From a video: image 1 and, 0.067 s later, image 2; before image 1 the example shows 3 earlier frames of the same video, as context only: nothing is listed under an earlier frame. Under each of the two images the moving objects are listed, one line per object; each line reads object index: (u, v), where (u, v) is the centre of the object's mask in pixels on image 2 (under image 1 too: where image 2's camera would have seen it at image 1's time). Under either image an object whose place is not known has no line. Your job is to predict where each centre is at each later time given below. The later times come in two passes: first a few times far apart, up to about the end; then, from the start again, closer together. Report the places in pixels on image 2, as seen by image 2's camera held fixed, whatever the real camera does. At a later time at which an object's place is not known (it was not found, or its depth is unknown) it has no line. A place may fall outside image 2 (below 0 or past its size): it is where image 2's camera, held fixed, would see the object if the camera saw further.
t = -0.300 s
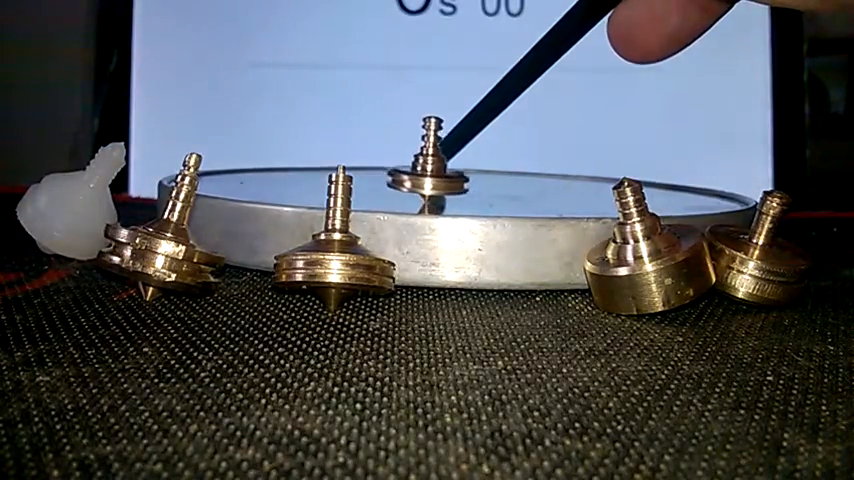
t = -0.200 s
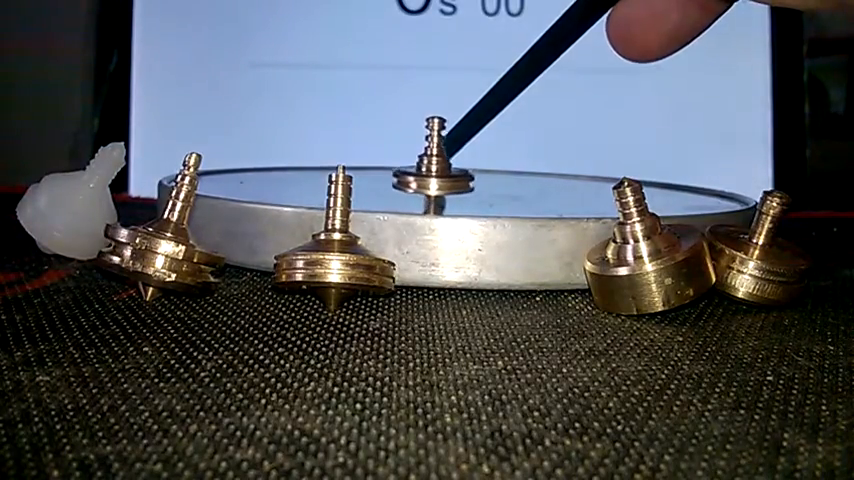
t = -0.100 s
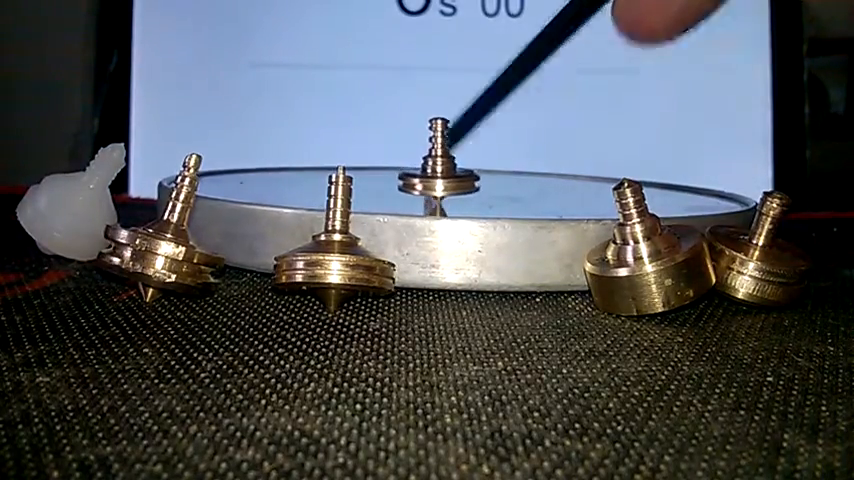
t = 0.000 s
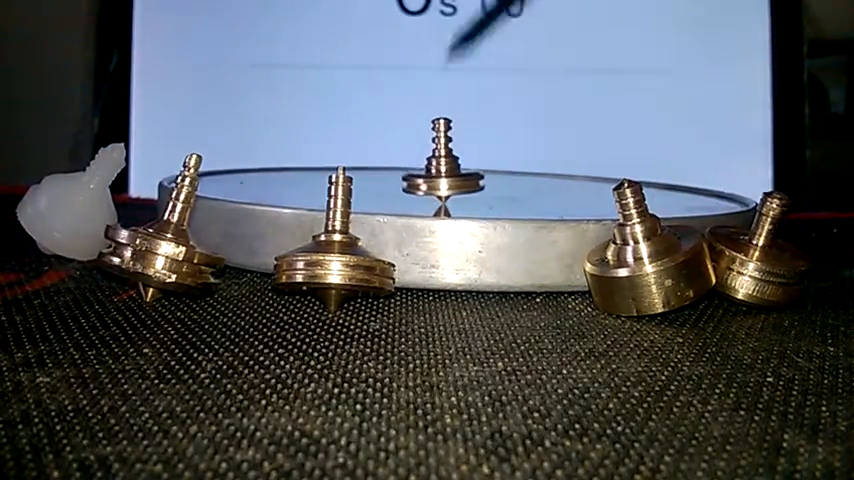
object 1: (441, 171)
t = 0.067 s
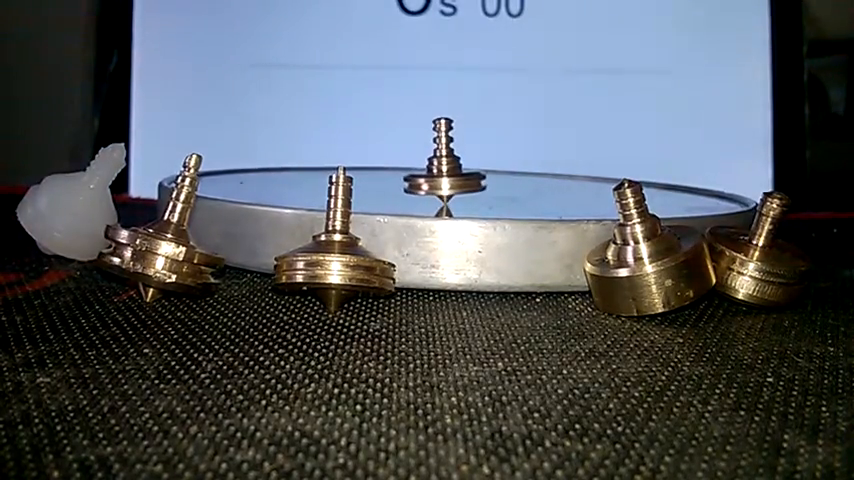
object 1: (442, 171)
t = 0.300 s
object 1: (437, 169)
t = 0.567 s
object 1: (430, 170)
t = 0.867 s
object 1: (436, 172)
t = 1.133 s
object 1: (446, 172)
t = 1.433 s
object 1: (443, 170)
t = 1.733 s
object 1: (435, 171)
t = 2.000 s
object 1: (443, 172)
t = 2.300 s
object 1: (452, 172)
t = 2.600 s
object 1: (445, 171)
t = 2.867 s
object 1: (439, 171)
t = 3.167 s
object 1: (450, 172)
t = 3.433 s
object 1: (456, 172)
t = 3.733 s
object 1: (448, 171)
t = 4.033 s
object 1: (445, 172)
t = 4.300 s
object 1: (456, 173)
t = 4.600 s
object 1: (459, 172)
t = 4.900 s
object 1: (449, 171)
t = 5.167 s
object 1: (450, 172)
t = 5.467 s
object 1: (462, 173)
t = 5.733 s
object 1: (461, 171)
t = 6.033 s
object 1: (448, 169)
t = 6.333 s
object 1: (457, 172)
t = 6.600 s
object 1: (465, 172)
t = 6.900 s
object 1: (460, 171)
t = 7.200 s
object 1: (453, 171)
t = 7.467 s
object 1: (461, 172)
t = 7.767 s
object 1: (467, 172)
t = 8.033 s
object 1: (460, 171)
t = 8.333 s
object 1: (455, 172)
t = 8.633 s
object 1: (466, 173)
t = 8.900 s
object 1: (469, 172)
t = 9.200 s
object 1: (458, 171)
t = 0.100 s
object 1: (439, 169)
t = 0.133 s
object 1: (439, 169)
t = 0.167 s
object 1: (442, 170)
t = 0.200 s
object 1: (441, 170)
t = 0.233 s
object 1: (438, 169)
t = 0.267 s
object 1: (438, 169)
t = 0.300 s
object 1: (437, 169)
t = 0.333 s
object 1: (435, 169)
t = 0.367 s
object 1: (435, 169)
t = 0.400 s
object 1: (432, 168)
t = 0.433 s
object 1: (431, 168)
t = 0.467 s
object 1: (430, 168)
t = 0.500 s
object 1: (432, 170)
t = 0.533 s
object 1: (430, 169)
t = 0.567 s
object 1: (430, 170)
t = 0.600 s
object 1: (430, 170)
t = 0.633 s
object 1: (429, 170)
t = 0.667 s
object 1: (430, 170)
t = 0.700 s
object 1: (430, 171)
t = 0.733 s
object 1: (431, 171)
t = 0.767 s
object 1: (432, 171)
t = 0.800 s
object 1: (433, 171)
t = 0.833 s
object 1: (435, 172)
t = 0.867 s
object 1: (436, 172)
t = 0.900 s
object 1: (438, 172)
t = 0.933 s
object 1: (439, 172)
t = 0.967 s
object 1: (441, 172)
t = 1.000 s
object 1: (442, 172)
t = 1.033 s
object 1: (444, 172)
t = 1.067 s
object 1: (445, 172)
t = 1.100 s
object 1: (446, 172)
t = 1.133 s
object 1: (446, 172)
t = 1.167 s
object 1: (444, 171)
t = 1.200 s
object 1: (445, 170)
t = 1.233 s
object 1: (445, 170)
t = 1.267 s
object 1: (445, 170)
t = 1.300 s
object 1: (447, 171)
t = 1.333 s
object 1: (446, 171)
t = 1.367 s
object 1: (445, 171)
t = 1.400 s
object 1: (444, 171)
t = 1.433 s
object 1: (443, 170)
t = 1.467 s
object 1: (441, 171)
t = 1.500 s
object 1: (440, 170)
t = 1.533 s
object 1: (439, 170)
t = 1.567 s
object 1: (438, 170)
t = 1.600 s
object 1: (437, 170)
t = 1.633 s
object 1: (436, 171)
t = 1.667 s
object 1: (436, 170)
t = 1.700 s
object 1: (435, 171)
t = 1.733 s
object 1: (435, 171)
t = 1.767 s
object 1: (435, 171)
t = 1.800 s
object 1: (436, 171)
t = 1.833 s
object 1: (437, 171)
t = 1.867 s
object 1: (438, 172)
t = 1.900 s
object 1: (439, 172)
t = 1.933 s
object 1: (440, 172)
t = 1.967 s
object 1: (441, 172)
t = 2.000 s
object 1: (443, 172)
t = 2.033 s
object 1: (445, 172)
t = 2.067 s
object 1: (446, 172)
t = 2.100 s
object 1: (448, 173)
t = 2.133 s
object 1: (449, 172)
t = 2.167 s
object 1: (450, 172)
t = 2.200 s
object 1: (451, 172)
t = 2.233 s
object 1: (452, 172)
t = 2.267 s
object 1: (452, 172)
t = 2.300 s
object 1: (452, 172)
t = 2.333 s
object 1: (452, 172)
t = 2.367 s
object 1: (452, 171)
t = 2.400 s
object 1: (452, 171)
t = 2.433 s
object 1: (451, 171)
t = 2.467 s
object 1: (450, 171)
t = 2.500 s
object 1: (449, 171)
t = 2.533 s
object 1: (447, 171)
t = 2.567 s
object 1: (446, 171)
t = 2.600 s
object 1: (445, 171)
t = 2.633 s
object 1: (443, 171)
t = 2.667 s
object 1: (442, 171)
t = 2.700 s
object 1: (441, 170)
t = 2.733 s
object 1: (440, 171)
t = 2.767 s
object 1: (440, 171)
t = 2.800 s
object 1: (439, 171)
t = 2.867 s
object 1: (439, 171)
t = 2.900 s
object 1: (440, 171)
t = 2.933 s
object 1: (441, 171)
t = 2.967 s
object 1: (442, 171)
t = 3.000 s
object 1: (443, 172)
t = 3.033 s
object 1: (444, 172)
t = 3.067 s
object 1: (445, 172)
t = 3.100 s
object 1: (447, 172)
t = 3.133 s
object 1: (448, 172)
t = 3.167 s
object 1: (450, 172)
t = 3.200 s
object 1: (451, 172)
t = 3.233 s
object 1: (453, 172)
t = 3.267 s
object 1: (454, 172)
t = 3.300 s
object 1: (455, 172)
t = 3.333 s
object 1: (456, 172)
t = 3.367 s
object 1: (456, 172)
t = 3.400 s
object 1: (456, 172)
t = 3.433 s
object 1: (456, 172)
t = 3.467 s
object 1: (456, 172)
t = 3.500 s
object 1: (456, 171)
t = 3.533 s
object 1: (455, 171)
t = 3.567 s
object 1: (454, 171)
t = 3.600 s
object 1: (453, 171)
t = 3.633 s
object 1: (452, 171)
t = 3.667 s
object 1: (450, 171)
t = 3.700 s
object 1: (449, 171)
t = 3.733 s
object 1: (448, 171)
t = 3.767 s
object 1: (447, 171)
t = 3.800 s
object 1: (446, 171)
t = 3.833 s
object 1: (444, 171)
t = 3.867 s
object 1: (444, 171)
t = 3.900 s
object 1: (444, 171)
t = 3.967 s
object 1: (444, 171)
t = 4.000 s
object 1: (444, 171)
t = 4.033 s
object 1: (445, 172)
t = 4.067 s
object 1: (446, 172)
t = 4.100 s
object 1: (447, 172)
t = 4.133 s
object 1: (449, 172)
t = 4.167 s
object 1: (450, 172)
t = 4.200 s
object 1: (452, 173)
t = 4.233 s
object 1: (453, 173)
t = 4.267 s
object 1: (455, 173)
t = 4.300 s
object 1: (456, 173)
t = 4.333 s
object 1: (457, 173)
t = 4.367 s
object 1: (458, 172)
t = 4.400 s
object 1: (459, 172)
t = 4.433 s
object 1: (460, 172)
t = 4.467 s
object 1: (460, 172)
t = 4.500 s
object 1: (460, 172)
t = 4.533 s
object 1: (460, 172)
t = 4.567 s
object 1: (460, 172)
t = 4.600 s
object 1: (459, 172)
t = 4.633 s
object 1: (458, 172)
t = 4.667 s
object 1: (457, 171)
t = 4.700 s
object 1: (456, 171)
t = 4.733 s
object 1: (455, 171)
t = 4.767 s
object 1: (454, 171)
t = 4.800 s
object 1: (452, 171)
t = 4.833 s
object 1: (451, 171)
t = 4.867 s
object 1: (450, 171)
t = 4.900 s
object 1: (449, 171)
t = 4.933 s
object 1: (448, 171)
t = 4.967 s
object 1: (448, 171)
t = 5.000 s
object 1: (448, 171)
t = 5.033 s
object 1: (448, 171)
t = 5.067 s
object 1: (448, 172)
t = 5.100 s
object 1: (448, 172)
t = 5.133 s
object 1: (449, 172)
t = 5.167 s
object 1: (450, 172)
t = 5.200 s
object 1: (451, 172)
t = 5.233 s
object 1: (453, 172)
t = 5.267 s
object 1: (454, 173)
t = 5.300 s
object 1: (456, 172)
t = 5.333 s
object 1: (457, 173)
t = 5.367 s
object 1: (458, 173)
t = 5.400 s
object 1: (460, 173)
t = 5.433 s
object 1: (461, 172)
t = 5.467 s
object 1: (462, 173)
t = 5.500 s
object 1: (463, 172)
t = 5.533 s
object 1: (463, 172)
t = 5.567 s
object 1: (463, 172)
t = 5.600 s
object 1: (463, 172)
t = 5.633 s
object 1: (463, 172)
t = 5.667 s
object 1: (462, 172)
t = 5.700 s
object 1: (462, 172)
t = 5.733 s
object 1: (461, 171)
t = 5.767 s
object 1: (460, 171)
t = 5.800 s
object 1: (458, 171)
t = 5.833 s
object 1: (457, 171)
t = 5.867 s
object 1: (456, 171)
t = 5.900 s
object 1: (451, 169)
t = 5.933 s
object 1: (450, 169)
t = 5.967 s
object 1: (453, 171)
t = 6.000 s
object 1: (449, 169)
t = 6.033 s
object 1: (448, 169)
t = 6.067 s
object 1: (448, 169)
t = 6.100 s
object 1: (451, 171)
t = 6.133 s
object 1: (451, 171)
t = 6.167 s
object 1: (451, 172)
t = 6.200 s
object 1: (452, 172)
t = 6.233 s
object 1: (453, 172)
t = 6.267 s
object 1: (454, 172)
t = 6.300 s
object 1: (455, 172)
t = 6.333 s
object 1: (457, 172)
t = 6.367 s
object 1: (458, 173)
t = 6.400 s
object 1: (459, 172)
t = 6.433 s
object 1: (461, 173)
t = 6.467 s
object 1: (462, 172)
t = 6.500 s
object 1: (463, 172)
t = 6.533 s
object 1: (464, 172)
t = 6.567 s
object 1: (465, 172)
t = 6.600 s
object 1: (465, 172)
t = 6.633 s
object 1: (466, 172)
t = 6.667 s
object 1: (466, 172)
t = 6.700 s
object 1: (466, 172)
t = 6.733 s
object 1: (465, 172)
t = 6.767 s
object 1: (464, 172)
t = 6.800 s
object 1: (463, 171)
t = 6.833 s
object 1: (463, 172)
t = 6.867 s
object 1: (461, 171)
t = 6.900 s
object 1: (460, 171)
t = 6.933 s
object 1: (459, 171)
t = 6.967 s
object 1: (458, 171)
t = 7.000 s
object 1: (453, 169)
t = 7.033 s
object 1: (452, 169)
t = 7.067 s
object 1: (451, 169)
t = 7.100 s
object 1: (451, 169)
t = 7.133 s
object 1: (450, 170)
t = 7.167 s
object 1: (453, 171)
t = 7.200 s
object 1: (453, 171)
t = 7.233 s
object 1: (454, 172)
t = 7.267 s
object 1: (451, 170)
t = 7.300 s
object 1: (452, 170)
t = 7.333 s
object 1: (456, 172)
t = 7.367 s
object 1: (457, 172)
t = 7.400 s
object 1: (458, 172)
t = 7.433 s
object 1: (460, 172)
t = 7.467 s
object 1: (461, 172)
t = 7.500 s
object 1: (462, 172)
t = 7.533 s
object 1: (463, 172)
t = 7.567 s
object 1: (464, 172)
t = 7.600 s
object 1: (466, 172)
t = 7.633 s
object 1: (466, 172)
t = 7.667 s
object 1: (467, 172)
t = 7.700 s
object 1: (467, 172)
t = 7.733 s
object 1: (467, 172)
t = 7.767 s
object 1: (467, 172)
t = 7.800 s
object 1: (467, 172)
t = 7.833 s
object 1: (466, 172)
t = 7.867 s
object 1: (465, 172)
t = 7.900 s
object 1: (465, 171)
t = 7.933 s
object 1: (463, 171)
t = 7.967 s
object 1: (462, 171)
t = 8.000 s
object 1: (461, 171)
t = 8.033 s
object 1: (460, 171)
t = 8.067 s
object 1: (459, 171)
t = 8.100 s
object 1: (457, 171)
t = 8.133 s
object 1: (454, 169)
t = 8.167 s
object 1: (452, 169)
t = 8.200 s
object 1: (455, 171)
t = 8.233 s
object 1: (452, 169)
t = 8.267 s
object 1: (455, 171)
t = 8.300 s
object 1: (455, 172)
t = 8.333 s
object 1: (455, 172)
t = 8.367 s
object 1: (456, 172)
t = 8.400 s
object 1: (457, 172)
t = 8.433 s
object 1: (458, 172)
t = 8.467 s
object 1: (459, 172)
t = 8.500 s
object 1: (460, 172)
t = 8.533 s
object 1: (462, 172)
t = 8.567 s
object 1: (463, 172)
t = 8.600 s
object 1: (464, 173)
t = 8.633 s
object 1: (466, 173)
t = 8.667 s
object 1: (467, 172)
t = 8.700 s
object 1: (468, 172)
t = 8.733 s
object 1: (469, 172)
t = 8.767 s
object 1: (469, 172)
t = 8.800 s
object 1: (469, 172)
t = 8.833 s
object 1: (469, 172)
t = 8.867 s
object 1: (469, 172)
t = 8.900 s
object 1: (469, 172)
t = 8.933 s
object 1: (468, 172)
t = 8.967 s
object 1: (467, 172)
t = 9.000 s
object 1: (466, 171)
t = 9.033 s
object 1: (465, 171)
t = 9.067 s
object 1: (463, 171)
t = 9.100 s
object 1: (462, 171)
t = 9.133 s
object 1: (460, 171)
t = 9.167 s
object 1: (459, 171)
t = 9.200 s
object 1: (458, 171)
